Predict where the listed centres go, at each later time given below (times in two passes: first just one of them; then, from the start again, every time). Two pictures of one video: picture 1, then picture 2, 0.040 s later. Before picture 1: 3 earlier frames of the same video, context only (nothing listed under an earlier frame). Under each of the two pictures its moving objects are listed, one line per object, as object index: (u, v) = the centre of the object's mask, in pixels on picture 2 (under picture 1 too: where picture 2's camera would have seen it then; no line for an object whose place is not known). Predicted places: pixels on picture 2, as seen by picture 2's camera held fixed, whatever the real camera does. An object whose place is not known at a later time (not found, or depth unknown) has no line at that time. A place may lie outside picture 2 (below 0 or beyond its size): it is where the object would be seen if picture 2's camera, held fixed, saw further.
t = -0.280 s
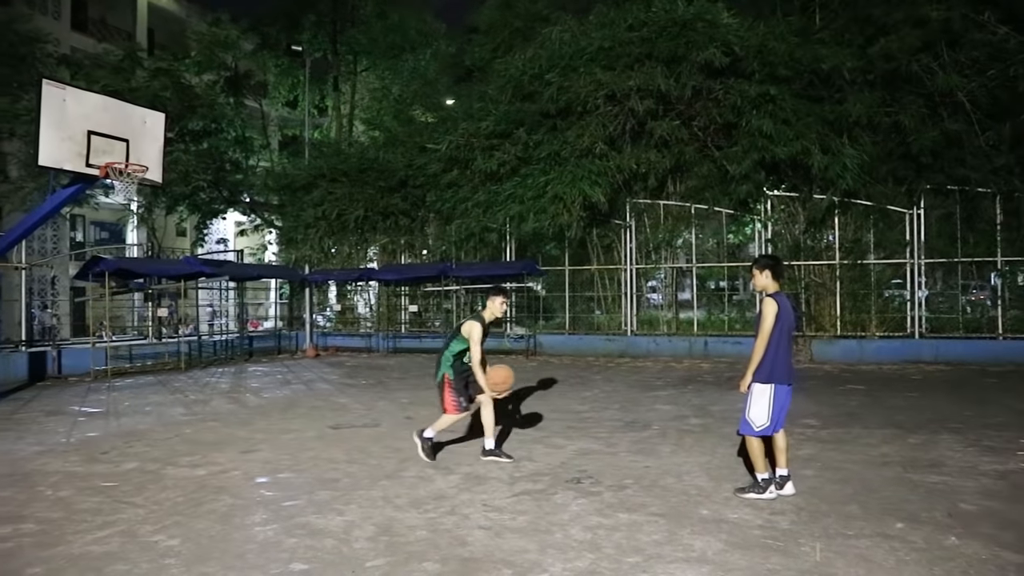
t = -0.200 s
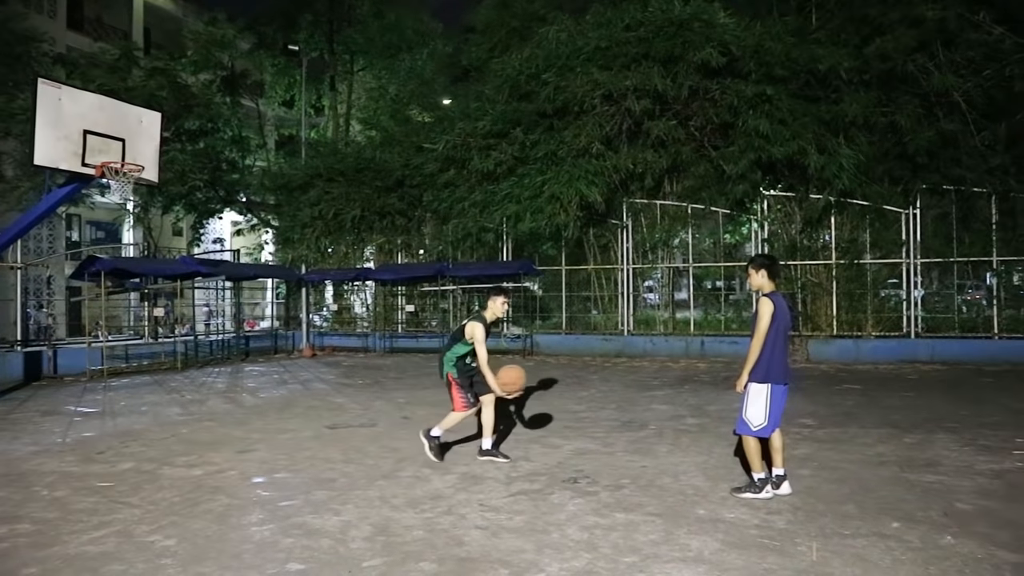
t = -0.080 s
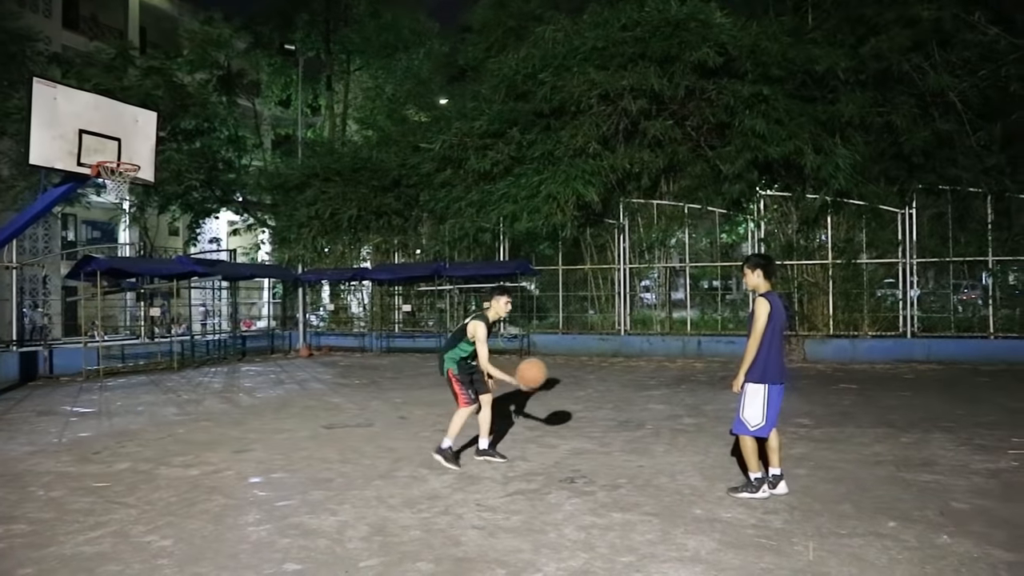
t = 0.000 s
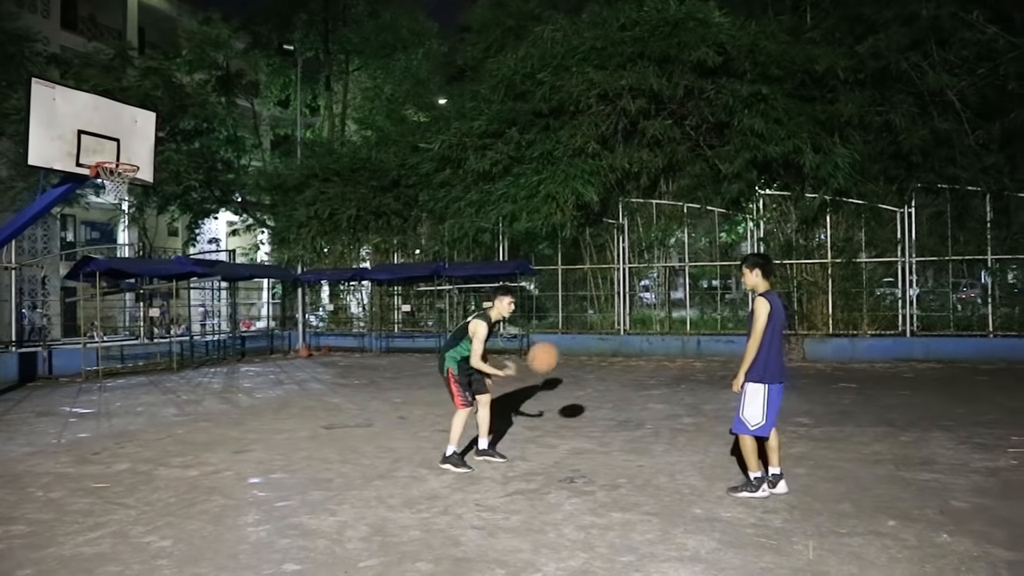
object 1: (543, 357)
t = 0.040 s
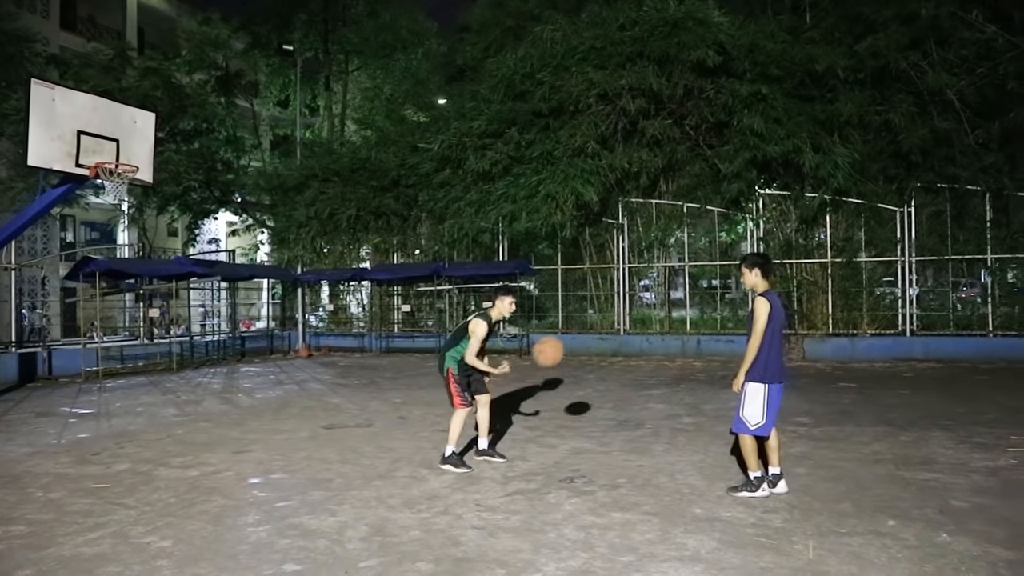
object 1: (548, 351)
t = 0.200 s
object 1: (570, 346)
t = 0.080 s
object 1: (553, 347)
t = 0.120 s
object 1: (559, 345)
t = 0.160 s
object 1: (565, 345)
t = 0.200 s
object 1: (570, 346)
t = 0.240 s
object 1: (577, 350)
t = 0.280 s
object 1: (583, 356)
